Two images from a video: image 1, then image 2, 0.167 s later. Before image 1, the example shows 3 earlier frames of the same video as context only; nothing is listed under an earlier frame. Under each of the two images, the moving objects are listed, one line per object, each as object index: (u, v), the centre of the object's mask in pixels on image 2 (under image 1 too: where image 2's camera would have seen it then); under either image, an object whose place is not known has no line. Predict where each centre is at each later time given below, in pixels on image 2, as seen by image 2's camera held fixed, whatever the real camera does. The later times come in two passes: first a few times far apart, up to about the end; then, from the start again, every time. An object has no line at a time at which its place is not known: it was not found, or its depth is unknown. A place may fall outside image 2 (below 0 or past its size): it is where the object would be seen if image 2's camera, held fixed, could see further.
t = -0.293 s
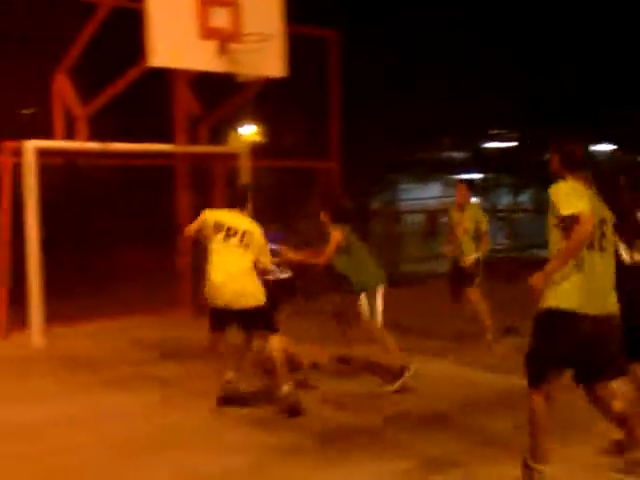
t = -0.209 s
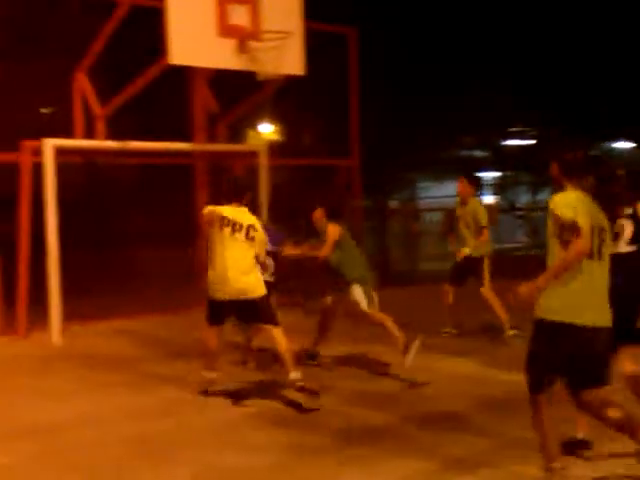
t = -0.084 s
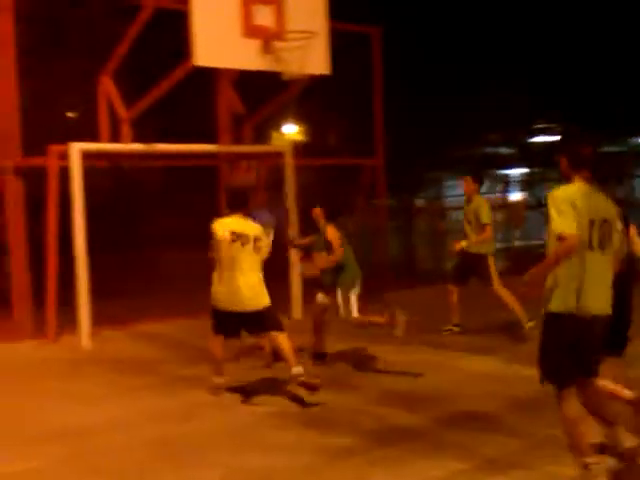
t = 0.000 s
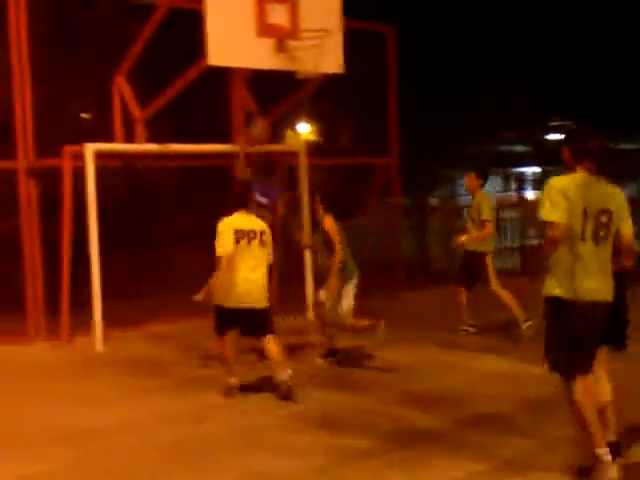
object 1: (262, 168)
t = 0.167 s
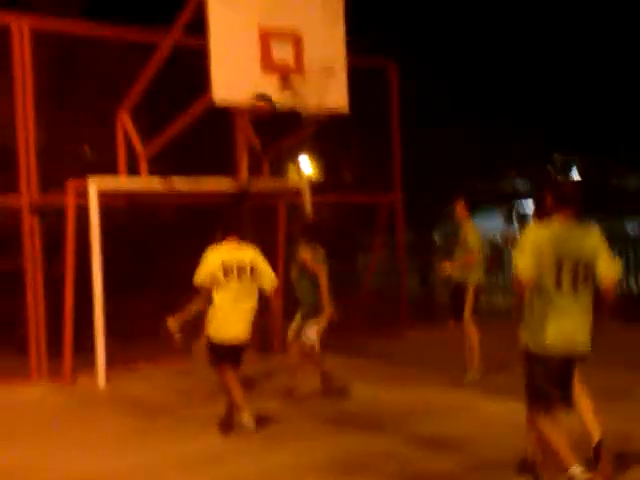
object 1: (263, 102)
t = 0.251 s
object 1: (260, 86)
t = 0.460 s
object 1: (269, 69)
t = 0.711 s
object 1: (261, 94)
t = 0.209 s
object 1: (260, 96)
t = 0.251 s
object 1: (260, 86)
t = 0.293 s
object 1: (260, 80)
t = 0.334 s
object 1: (267, 78)
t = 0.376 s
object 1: (271, 75)
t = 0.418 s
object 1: (271, 72)
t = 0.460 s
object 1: (269, 69)
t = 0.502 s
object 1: (268, 69)
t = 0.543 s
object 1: (266, 70)
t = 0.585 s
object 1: (264, 73)
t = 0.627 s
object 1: (264, 77)
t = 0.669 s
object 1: (263, 84)
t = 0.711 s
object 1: (261, 94)
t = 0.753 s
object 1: (262, 104)
